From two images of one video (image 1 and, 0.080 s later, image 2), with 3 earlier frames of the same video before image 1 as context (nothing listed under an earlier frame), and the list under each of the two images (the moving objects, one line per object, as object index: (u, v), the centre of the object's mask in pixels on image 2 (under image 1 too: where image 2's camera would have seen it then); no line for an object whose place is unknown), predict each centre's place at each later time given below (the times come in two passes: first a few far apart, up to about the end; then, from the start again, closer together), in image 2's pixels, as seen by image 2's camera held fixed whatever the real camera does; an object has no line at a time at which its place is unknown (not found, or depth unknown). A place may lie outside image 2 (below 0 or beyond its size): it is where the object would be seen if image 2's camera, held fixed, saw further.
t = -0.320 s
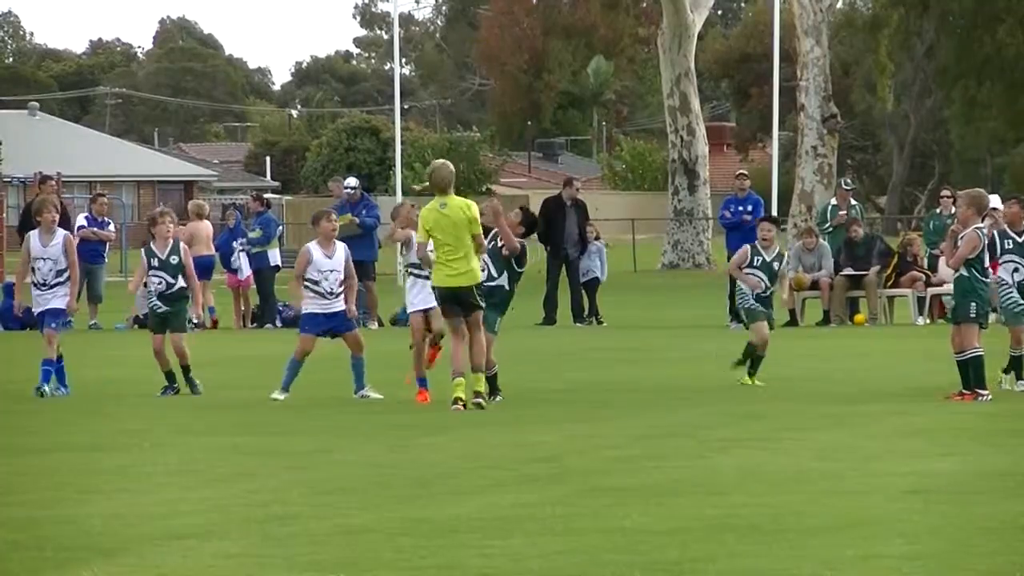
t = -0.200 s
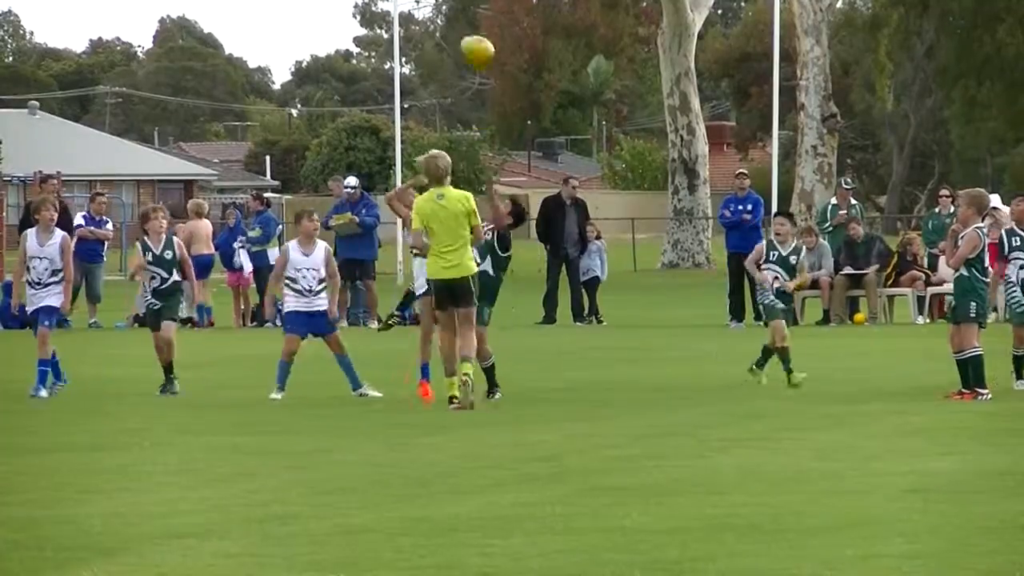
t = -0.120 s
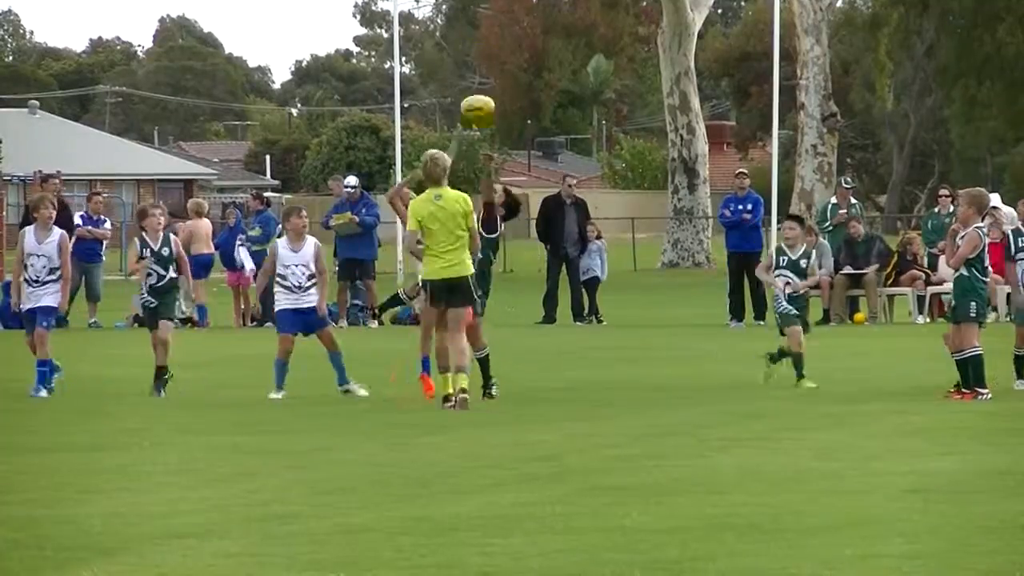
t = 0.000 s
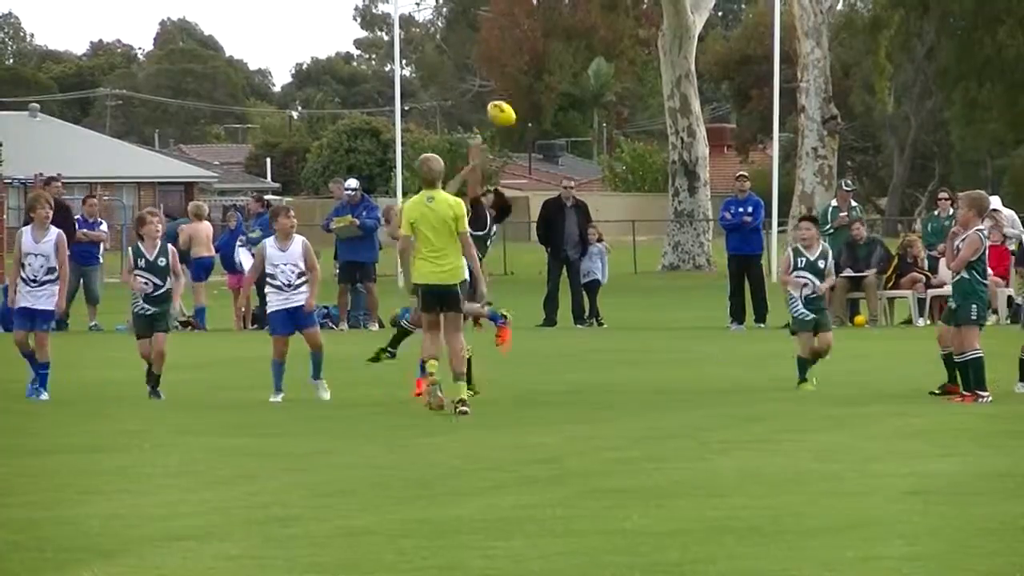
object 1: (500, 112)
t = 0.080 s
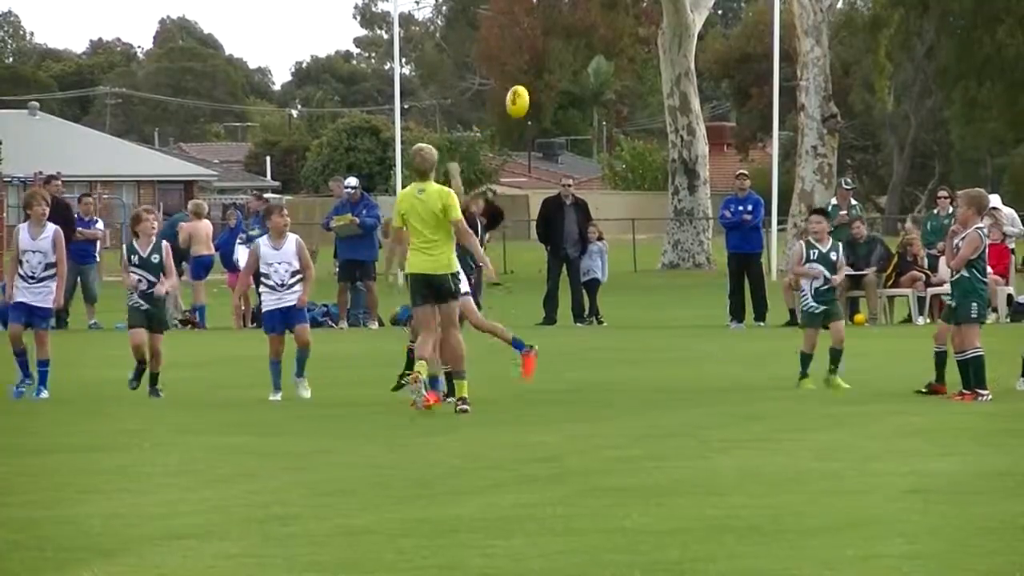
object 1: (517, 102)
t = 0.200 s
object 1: (542, 102)
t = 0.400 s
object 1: (583, 148)
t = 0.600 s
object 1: (623, 244)
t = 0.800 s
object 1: (667, 385)
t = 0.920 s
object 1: (708, 365)
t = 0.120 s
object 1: (526, 100)
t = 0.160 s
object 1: (534, 100)
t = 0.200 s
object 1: (542, 102)
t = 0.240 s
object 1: (550, 108)
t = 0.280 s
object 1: (558, 115)
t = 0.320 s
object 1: (566, 123)
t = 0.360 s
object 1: (574, 135)
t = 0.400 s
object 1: (583, 148)
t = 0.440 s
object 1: (591, 161)
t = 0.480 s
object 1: (600, 179)
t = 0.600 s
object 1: (623, 244)
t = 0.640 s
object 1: (633, 268)
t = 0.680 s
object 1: (641, 298)
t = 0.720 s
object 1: (649, 328)
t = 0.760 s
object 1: (657, 364)
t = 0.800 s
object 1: (667, 385)
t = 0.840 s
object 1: (679, 376)
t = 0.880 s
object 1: (692, 370)
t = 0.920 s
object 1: (708, 365)
